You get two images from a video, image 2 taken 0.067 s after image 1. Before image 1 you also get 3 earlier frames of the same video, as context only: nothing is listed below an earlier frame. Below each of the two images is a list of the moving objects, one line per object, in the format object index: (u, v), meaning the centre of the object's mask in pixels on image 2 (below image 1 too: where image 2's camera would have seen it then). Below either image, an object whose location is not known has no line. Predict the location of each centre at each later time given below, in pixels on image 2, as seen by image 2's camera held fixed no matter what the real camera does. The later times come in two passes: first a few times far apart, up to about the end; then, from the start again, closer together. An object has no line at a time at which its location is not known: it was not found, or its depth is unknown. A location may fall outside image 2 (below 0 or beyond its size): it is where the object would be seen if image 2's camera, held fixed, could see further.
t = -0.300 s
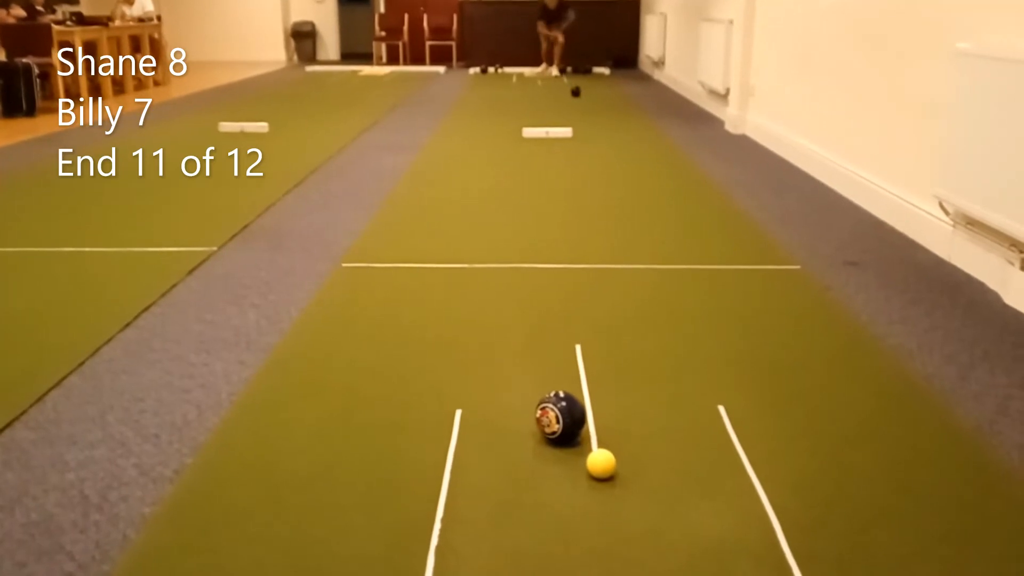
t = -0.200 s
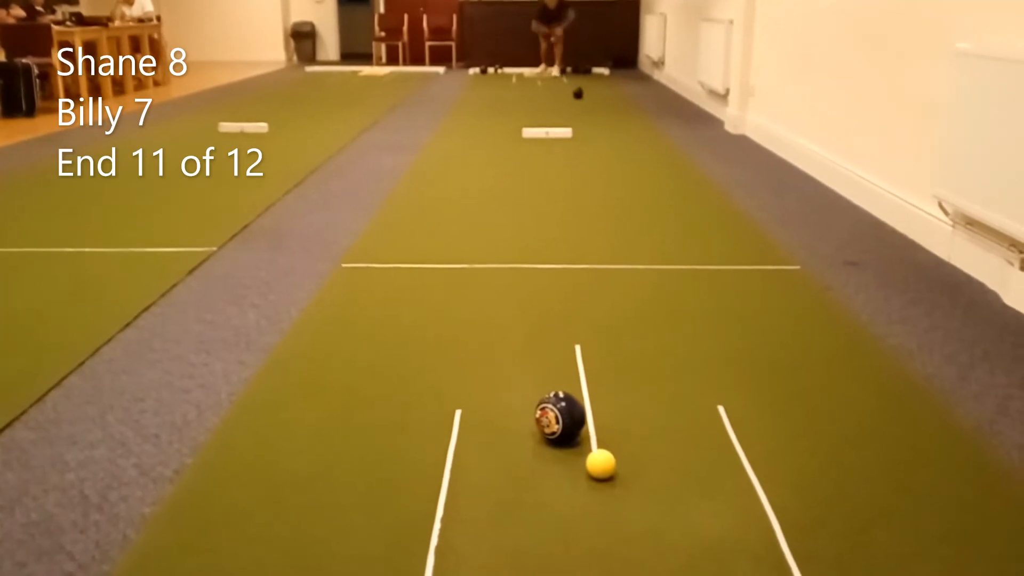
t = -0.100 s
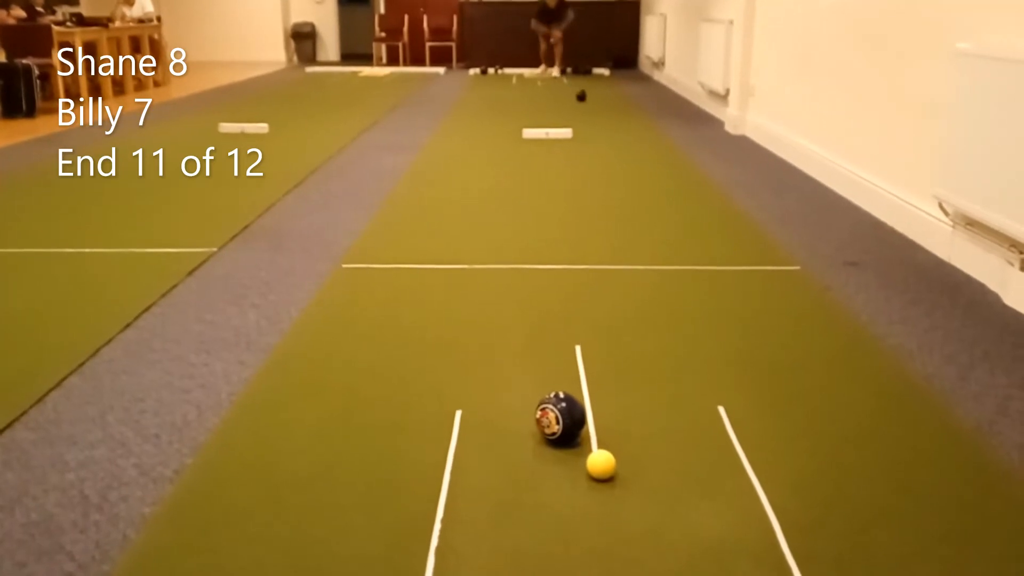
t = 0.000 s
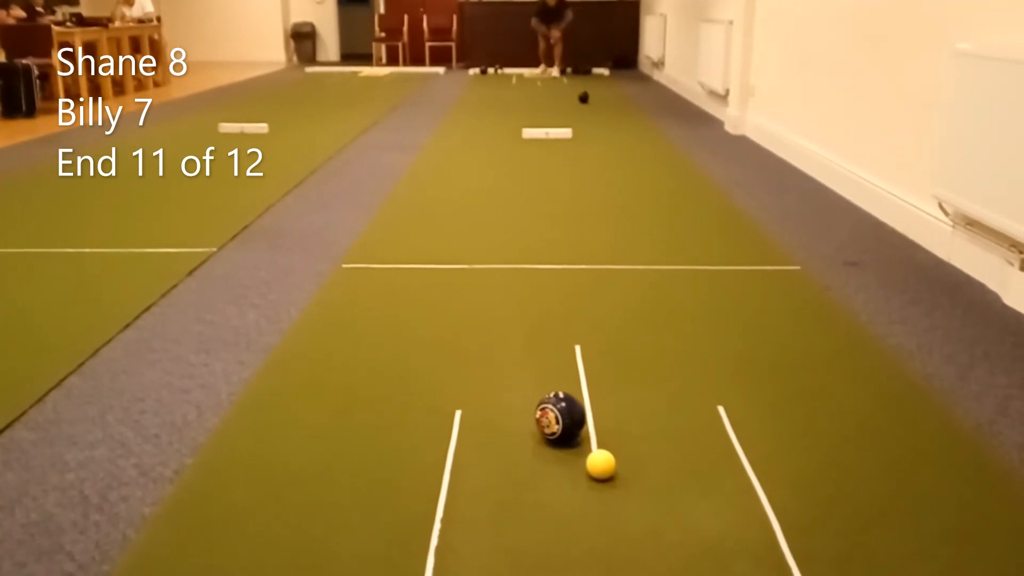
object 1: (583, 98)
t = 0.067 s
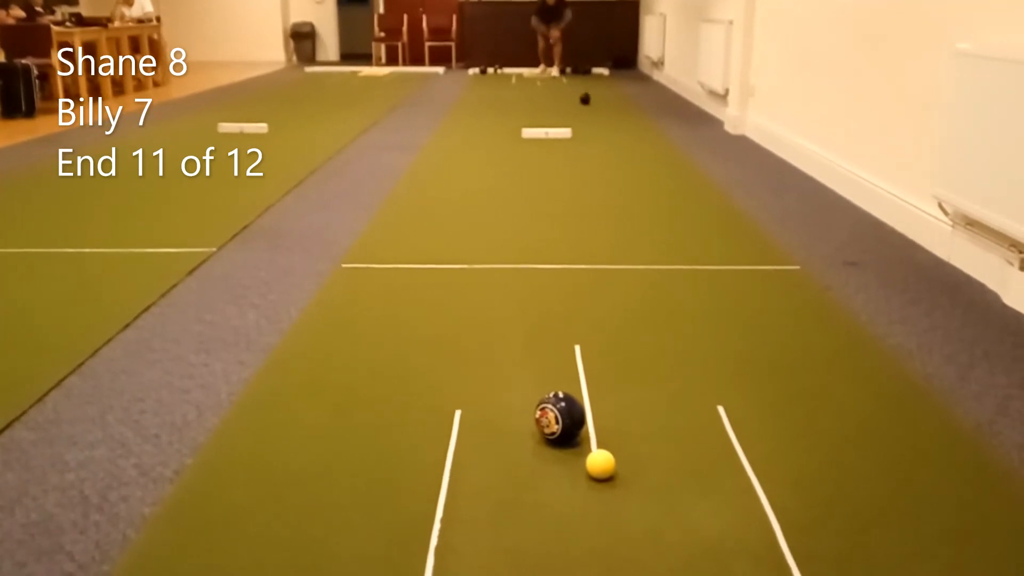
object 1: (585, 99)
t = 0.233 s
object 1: (590, 102)
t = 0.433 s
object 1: (595, 107)
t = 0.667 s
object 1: (602, 112)
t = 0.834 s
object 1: (606, 116)
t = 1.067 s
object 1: (613, 121)
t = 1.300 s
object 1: (619, 128)
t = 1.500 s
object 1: (624, 133)
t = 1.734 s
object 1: (631, 141)
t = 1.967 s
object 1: (638, 148)
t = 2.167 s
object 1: (643, 155)
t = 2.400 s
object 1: (650, 164)
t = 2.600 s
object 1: (655, 172)
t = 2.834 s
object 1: (662, 182)
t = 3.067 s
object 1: (668, 192)
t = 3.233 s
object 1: (673, 200)
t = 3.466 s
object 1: (680, 212)
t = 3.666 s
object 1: (685, 224)
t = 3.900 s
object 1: (691, 237)
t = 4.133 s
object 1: (698, 251)
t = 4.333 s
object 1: (703, 264)
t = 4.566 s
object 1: (708, 279)
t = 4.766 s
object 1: (711, 294)
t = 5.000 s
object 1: (715, 310)
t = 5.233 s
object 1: (717, 327)
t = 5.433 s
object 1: (719, 342)
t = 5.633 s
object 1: (718, 356)
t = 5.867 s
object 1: (717, 373)
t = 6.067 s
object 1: (716, 388)
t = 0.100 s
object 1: (586, 100)
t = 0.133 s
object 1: (586, 100)
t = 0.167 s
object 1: (588, 101)
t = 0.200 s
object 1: (589, 102)
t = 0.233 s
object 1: (590, 102)
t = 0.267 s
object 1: (590, 103)
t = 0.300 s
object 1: (592, 104)
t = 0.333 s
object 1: (592, 105)
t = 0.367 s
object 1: (593, 105)
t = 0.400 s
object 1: (594, 106)
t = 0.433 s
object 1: (595, 107)
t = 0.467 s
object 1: (596, 107)
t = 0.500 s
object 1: (597, 108)
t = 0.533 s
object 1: (598, 109)
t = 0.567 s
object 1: (599, 110)
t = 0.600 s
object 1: (599, 110)
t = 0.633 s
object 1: (601, 111)
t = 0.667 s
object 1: (602, 112)
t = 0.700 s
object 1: (603, 113)
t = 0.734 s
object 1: (604, 113)
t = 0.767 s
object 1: (605, 114)
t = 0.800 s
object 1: (605, 115)
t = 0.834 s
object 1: (606, 116)
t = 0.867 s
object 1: (607, 116)
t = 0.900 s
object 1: (608, 117)
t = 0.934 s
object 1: (609, 118)
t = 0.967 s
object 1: (610, 119)
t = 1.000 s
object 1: (611, 120)
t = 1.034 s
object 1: (612, 121)
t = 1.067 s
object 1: (613, 121)
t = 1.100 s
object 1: (614, 122)
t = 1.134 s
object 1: (615, 123)
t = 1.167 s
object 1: (616, 124)
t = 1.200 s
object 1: (616, 125)
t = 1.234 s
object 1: (617, 126)
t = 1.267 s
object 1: (618, 127)
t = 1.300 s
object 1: (619, 128)
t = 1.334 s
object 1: (620, 129)
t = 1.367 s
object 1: (621, 130)
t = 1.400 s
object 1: (622, 131)
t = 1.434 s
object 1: (623, 131)
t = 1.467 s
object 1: (624, 132)
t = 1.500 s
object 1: (624, 133)
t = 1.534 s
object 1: (625, 134)
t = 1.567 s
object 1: (627, 135)
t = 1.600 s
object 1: (628, 137)
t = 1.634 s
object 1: (629, 138)
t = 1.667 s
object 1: (629, 138)
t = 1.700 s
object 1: (630, 140)
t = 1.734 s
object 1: (631, 141)
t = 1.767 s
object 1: (632, 141)
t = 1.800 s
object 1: (633, 143)
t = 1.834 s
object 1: (634, 143)
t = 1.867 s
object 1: (635, 145)
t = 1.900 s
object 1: (636, 146)
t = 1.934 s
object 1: (637, 147)
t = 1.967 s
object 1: (638, 148)
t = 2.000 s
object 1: (639, 149)
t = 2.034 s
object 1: (640, 151)
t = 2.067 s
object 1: (641, 152)
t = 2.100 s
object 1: (642, 153)
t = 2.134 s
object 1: (643, 154)
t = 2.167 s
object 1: (643, 155)
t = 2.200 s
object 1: (644, 156)
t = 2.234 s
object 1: (645, 158)
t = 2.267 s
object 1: (646, 158)
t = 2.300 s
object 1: (647, 160)
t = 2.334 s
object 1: (648, 161)
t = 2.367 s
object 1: (649, 162)
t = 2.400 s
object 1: (650, 164)
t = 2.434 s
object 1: (650, 165)
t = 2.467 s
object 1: (651, 166)
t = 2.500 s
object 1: (652, 168)
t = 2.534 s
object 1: (653, 169)
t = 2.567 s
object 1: (654, 170)
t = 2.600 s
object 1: (655, 172)
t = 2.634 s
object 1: (656, 173)
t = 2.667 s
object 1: (657, 174)
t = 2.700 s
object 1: (658, 176)
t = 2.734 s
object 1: (659, 177)
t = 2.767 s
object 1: (660, 179)
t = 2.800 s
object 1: (661, 180)
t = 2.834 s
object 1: (662, 182)
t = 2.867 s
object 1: (663, 183)
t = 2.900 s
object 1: (663, 185)
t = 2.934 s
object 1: (665, 186)
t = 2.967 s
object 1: (665, 187)
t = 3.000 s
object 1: (666, 189)
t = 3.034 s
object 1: (667, 191)
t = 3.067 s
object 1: (668, 192)
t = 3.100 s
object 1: (669, 194)
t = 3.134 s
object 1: (670, 196)
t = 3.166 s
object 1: (671, 197)
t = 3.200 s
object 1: (672, 199)
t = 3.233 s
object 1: (673, 200)
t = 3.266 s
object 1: (674, 202)
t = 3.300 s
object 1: (675, 203)
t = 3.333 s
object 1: (675, 205)
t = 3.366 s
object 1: (677, 207)
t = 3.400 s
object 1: (677, 209)
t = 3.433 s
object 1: (678, 211)
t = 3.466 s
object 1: (680, 212)
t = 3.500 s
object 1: (680, 214)
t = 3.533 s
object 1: (681, 216)
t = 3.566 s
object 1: (682, 218)
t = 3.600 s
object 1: (683, 220)
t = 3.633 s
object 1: (684, 222)
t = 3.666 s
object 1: (685, 224)
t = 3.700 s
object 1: (686, 226)
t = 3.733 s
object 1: (687, 228)
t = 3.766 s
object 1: (688, 229)
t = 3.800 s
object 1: (689, 231)
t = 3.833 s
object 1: (690, 233)
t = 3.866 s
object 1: (691, 235)
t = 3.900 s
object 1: (691, 237)
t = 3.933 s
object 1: (692, 239)
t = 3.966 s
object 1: (693, 241)
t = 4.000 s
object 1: (694, 243)
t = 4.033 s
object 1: (695, 245)
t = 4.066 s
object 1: (696, 247)
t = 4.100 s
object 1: (697, 249)
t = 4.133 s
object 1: (698, 251)
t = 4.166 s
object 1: (699, 253)
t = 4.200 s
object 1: (700, 255)
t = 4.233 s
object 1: (700, 257)
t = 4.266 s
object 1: (701, 259)
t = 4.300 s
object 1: (702, 262)
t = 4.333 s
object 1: (703, 264)
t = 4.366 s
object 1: (704, 266)
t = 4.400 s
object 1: (704, 268)
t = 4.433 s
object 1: (705, 270)
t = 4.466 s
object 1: (706, 273)
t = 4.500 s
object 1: (707, 275)
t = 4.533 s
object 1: (708, 277)
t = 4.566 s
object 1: (708, 279)
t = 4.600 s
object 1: (709, 282)
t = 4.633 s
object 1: (709, 284)
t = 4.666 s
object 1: (710, 286)
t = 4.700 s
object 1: (710, 289)
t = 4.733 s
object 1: (711, 291)
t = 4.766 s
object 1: (711, 294)
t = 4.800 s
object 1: (712, 296)
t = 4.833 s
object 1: (713, 299)
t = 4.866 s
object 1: (713, 301)
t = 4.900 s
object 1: (714, 303)
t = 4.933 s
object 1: (714, 305)
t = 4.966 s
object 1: (715, 308)
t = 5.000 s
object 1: (715, 310)
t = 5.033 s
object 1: (715, 313)
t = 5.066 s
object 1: (716, 315)
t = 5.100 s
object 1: (716, 318)
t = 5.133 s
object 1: (716, 320)
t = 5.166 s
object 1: (717, 322)
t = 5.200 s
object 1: (717, 324)
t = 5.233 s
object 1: (717, 327)
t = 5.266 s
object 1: (718, 329)
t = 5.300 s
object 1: (718, 332)
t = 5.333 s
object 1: (718, 334)
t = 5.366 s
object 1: (719, 337)
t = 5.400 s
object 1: (719, 339)
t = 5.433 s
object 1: (719, 342)
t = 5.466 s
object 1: (719, 344)
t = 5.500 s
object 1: (719, 347)
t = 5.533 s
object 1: (719, 350)
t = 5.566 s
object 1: (719, 352)
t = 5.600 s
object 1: (719, 354)
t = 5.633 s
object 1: (718, 356)
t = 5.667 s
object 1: (718, 359)
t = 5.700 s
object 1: (718, 361)
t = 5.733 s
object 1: (718, 364)
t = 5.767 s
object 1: (718, 366)
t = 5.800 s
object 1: (718, 369)
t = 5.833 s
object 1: (717, 371)
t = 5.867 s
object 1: (717, 373)
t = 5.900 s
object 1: (717, 375)
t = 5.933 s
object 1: (717, 378)
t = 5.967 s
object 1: (716, 381)
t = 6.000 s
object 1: (716, 383)
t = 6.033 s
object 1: (716, 386)
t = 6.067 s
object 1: (716, 388)
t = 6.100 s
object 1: (715, 390)
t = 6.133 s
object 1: (715, 393)
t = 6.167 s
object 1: (715, 395)
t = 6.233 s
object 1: (721, 402)
